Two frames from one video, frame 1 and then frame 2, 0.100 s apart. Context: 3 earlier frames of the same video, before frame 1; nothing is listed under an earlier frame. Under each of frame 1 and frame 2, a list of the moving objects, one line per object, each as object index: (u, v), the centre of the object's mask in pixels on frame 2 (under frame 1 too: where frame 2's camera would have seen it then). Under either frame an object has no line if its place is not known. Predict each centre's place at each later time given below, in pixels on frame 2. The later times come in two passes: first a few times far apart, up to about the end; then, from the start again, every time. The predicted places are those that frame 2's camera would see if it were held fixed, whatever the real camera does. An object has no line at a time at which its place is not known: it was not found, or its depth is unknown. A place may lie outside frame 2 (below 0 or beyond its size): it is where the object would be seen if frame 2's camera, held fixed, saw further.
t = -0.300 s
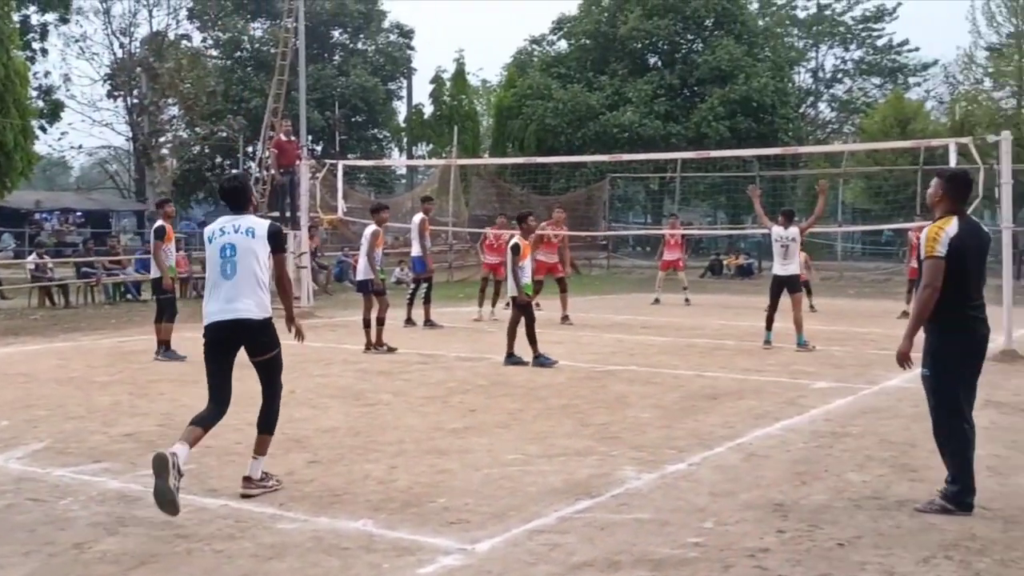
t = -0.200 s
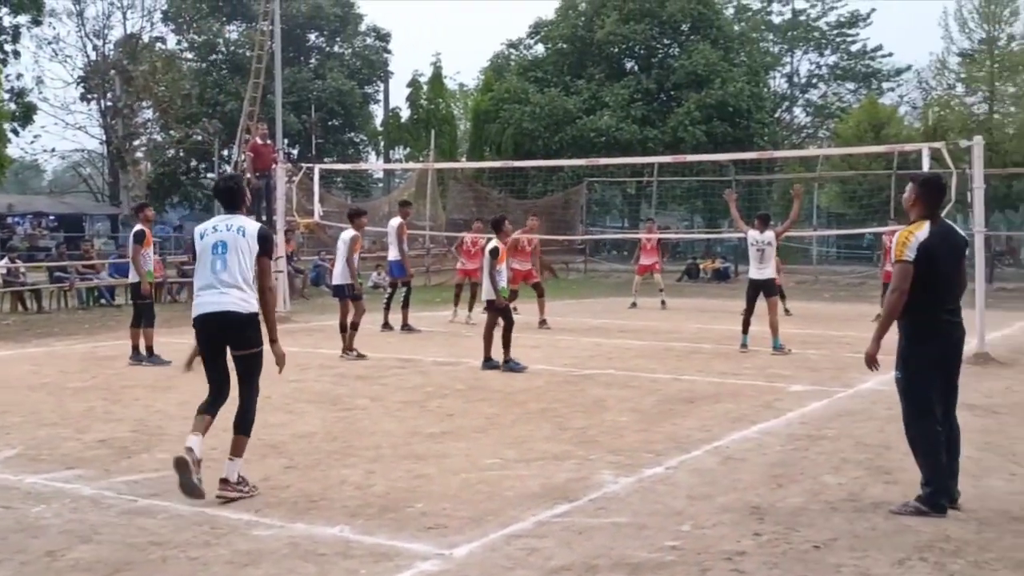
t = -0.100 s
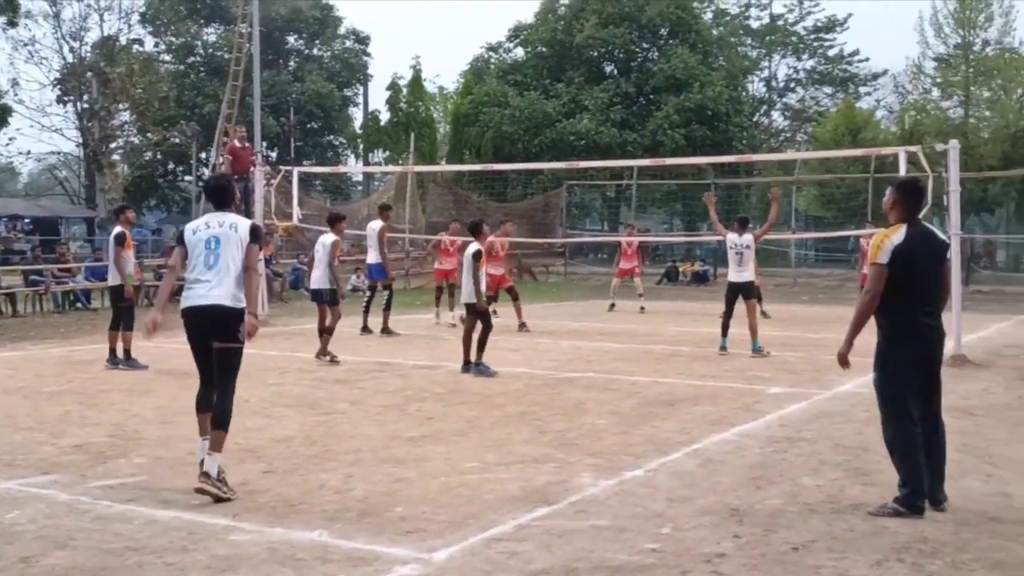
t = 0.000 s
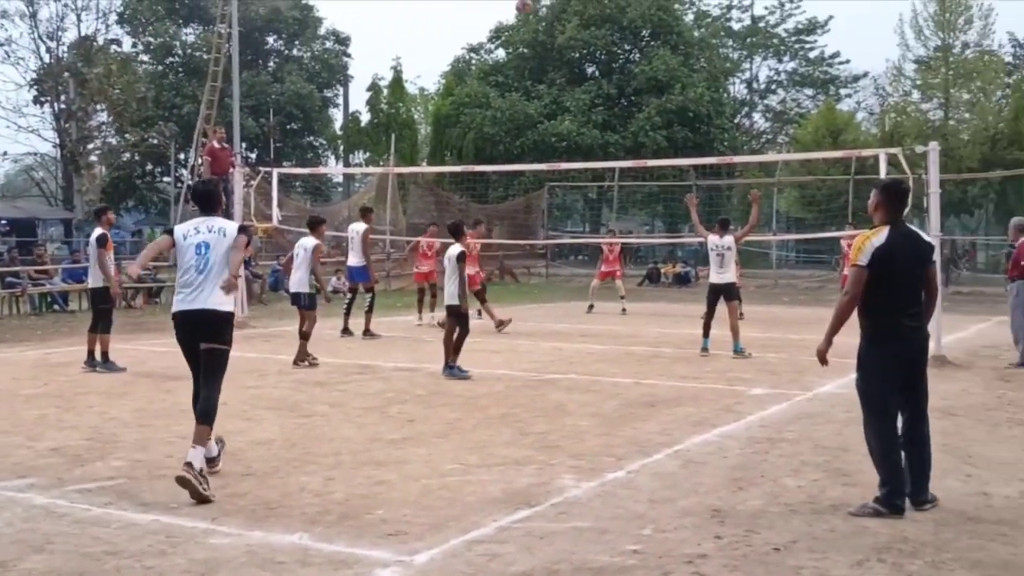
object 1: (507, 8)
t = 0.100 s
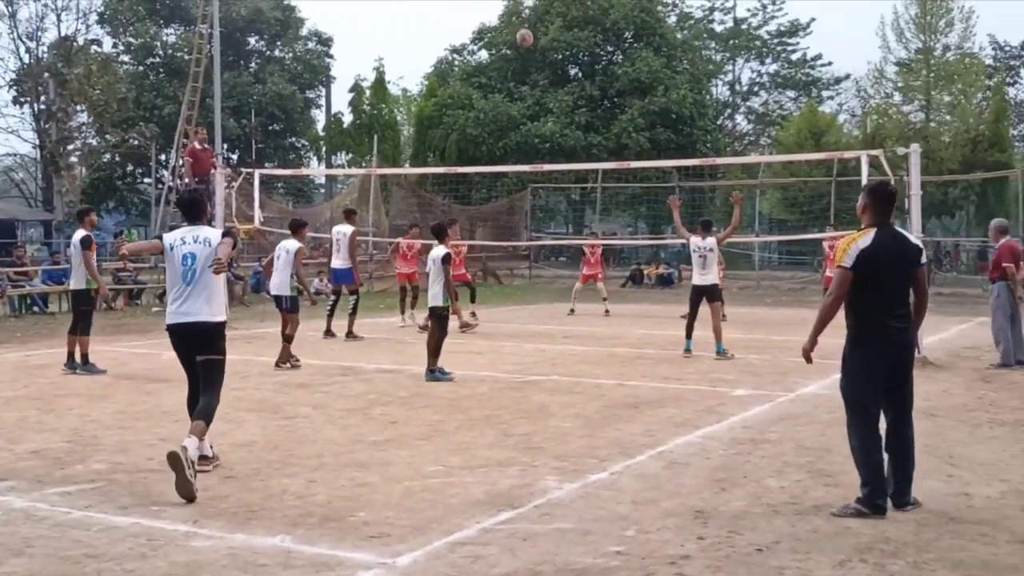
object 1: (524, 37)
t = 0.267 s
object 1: (550, 91)
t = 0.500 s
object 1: (575, 176)
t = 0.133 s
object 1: (530, 48)
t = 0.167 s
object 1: (535, 59)
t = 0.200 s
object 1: (541, 69)
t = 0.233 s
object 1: (546, 80)
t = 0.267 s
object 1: (550, 91)
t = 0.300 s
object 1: (555, 102)
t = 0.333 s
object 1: (559, 114)
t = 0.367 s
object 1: (563, 126)
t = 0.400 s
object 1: (566, 138)
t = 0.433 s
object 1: (570, 151)
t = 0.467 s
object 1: (572, 160)
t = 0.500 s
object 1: (575, 176)
